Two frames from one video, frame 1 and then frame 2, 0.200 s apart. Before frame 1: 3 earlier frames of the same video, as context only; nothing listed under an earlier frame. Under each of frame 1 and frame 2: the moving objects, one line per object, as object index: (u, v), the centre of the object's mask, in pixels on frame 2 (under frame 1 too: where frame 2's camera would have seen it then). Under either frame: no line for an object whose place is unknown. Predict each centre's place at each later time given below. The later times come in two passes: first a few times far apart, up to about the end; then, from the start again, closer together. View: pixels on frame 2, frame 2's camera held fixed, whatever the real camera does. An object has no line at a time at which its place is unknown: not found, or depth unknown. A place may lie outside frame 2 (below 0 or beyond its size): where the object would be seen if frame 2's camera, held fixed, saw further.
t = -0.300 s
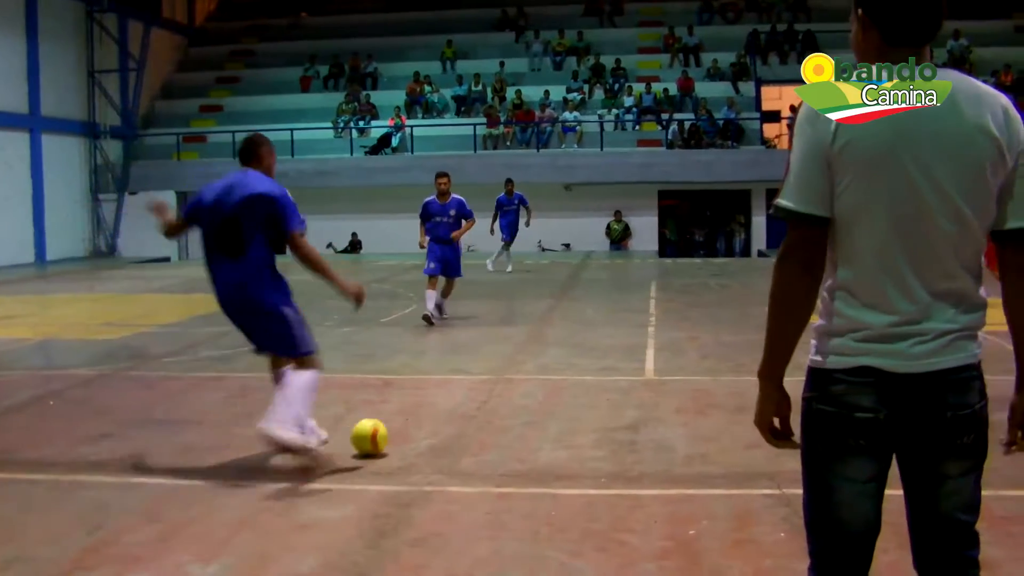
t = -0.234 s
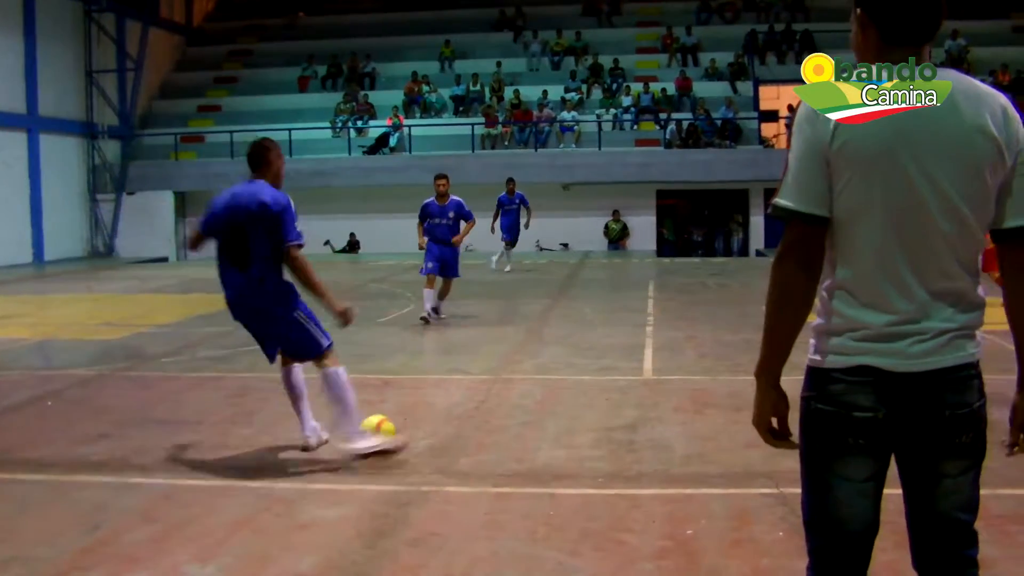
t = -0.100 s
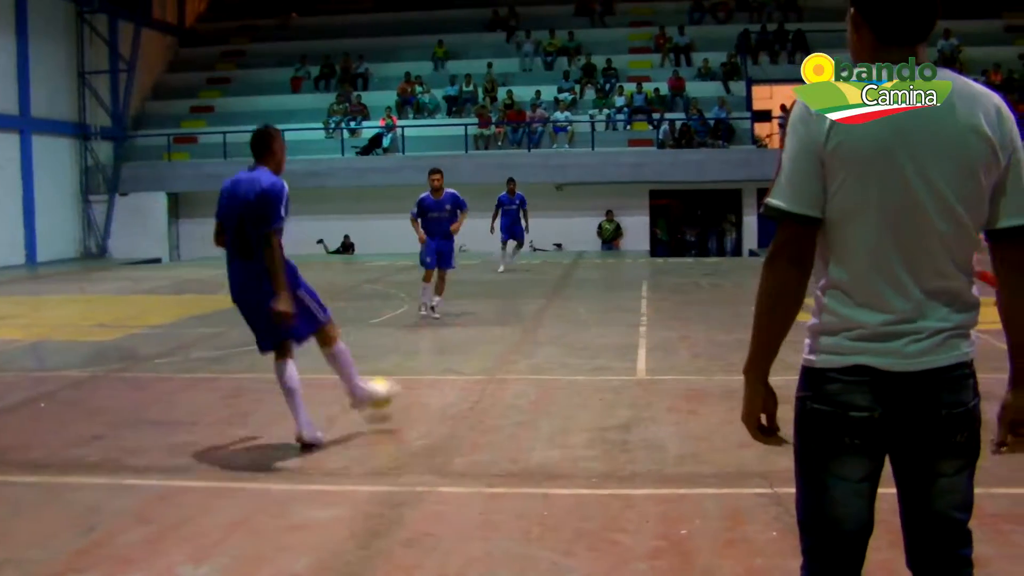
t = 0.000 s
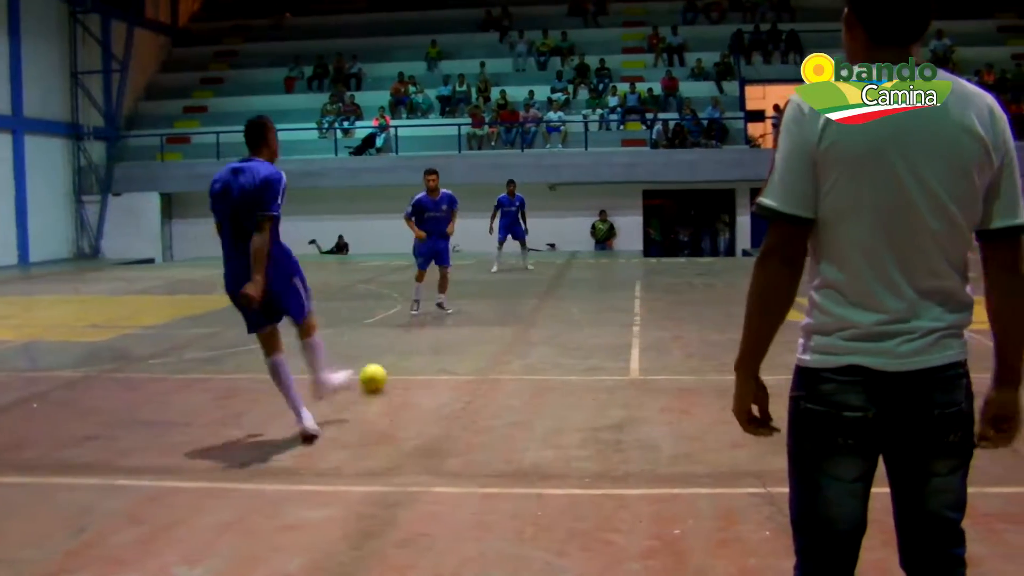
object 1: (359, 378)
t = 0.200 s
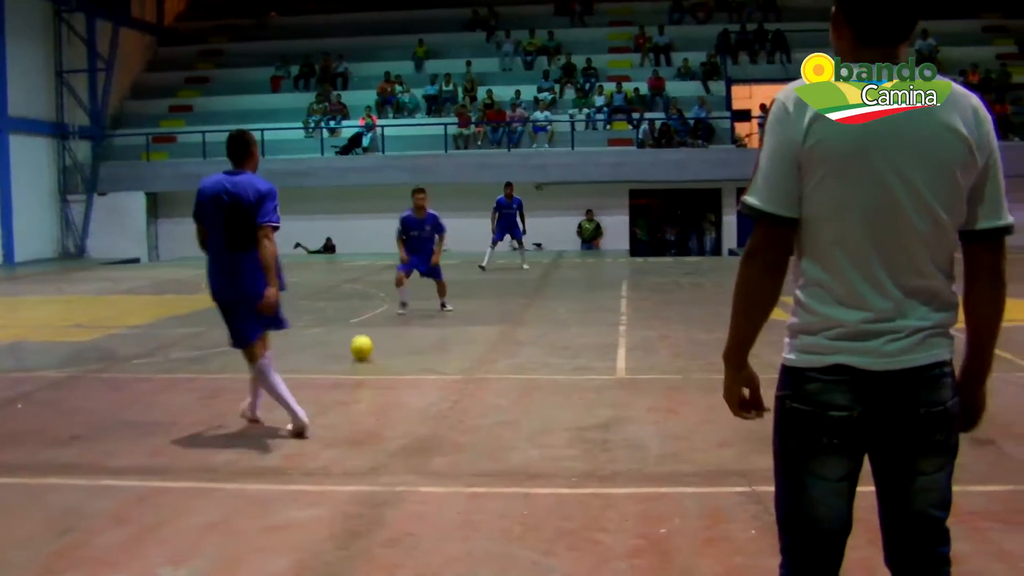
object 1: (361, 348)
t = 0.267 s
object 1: (363, 341)
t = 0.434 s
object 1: (365, 327)
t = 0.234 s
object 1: (362, 345)
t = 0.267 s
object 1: (363, 341)
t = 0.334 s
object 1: (364, 335)
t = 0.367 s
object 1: (364, 332)
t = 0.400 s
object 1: (365, 330)
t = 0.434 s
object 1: (365, 327)
